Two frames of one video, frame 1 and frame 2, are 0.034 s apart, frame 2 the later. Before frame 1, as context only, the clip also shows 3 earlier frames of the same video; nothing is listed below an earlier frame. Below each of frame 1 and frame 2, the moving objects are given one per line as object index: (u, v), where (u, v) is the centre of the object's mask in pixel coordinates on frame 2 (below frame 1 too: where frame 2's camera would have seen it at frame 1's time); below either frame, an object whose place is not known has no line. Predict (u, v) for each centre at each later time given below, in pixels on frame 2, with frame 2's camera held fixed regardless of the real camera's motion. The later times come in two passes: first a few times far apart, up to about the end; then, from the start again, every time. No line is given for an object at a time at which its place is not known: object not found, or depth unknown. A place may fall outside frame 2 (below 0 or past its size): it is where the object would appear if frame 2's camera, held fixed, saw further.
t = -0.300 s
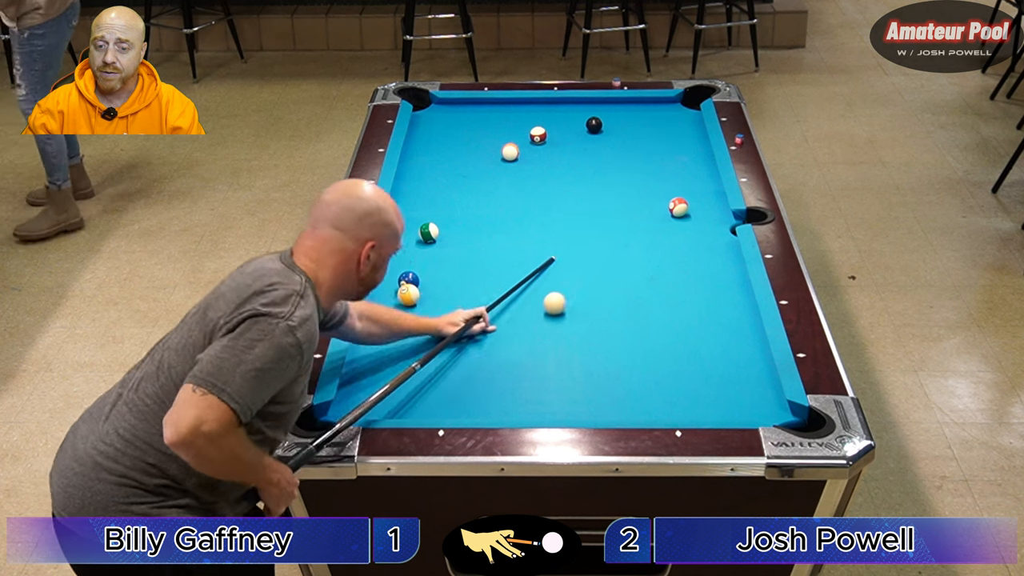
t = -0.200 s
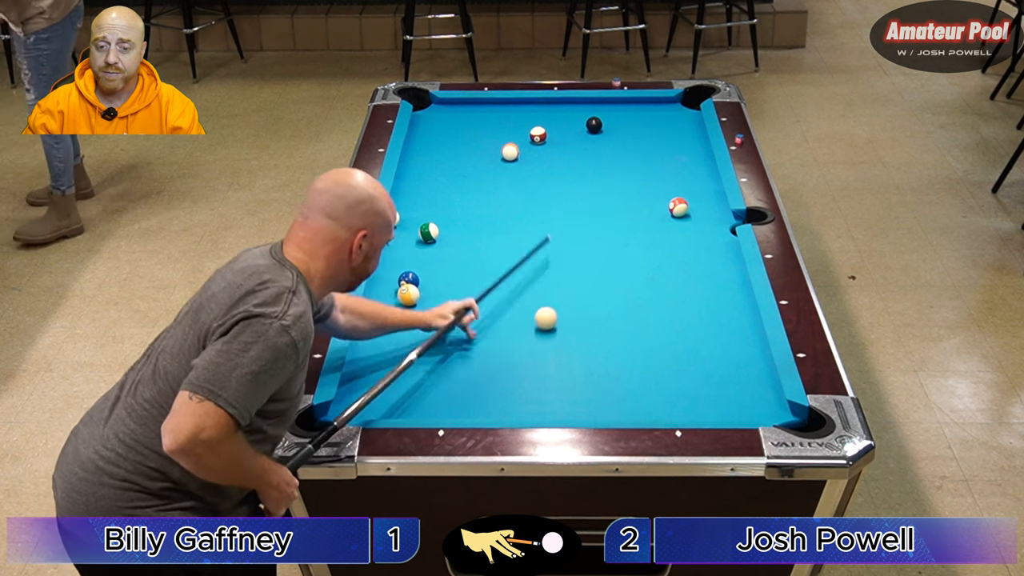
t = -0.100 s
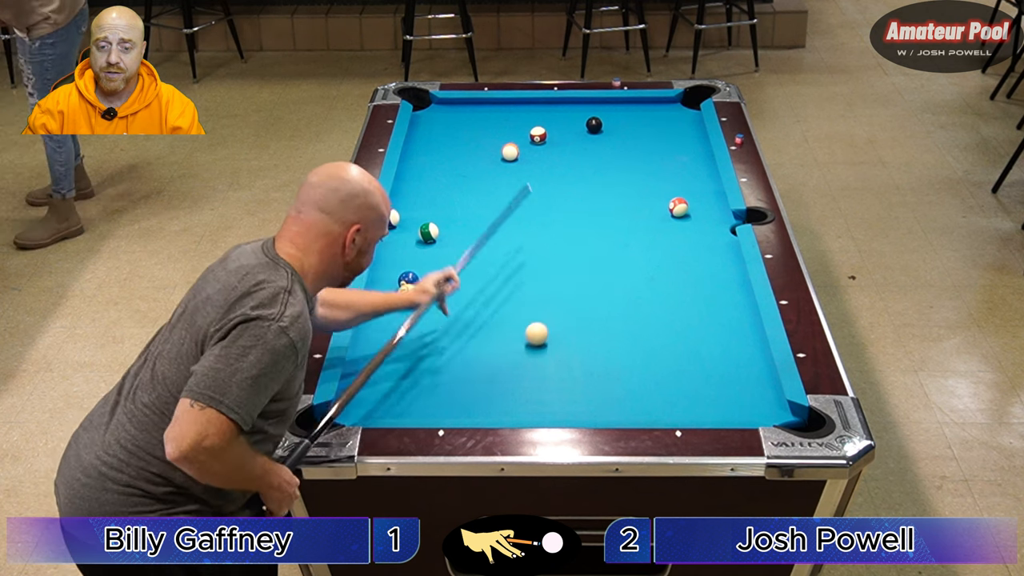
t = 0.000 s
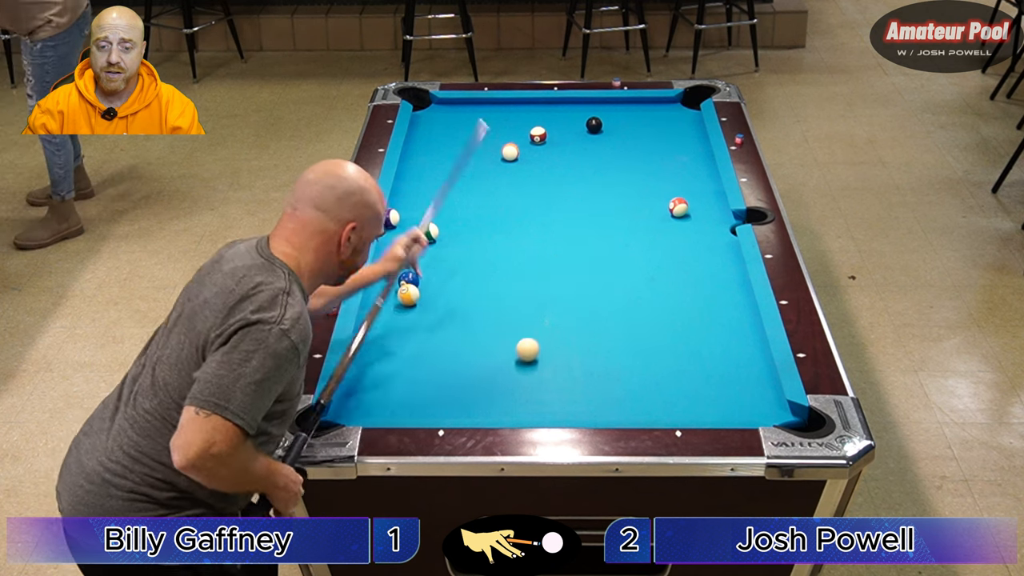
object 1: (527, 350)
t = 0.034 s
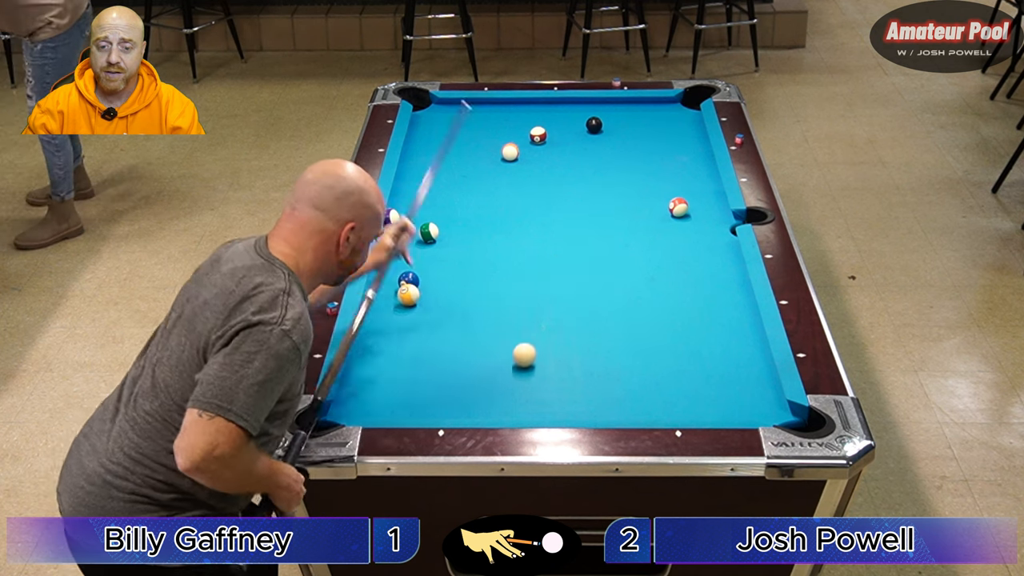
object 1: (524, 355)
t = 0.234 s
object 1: (504, 389)
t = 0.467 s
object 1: (485, 406)
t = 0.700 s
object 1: (476, 383)
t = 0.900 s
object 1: (468, 365)
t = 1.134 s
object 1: (461, 346)
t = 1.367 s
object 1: (455, 329)
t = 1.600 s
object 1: (449, 314)
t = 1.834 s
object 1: (444, 300)
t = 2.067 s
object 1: (439, 288)
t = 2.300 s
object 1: (435, 277)
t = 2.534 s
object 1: (431, 268)
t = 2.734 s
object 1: (428, 261)
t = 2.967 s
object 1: (425, 253)
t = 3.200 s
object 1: (423, 246)
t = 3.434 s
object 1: (421, 241)
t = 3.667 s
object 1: (417, 240)
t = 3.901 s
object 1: (415, 239)
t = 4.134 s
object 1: (415, 239)
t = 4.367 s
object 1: (415, 239)
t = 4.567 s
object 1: (415, 239)
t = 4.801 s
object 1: (415, 239)
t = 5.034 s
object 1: (415, 239)
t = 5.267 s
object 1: (415, 239)
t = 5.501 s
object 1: (415, 239)
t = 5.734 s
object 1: (415, 239)
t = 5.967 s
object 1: (415, 239)
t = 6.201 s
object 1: (415, 239)
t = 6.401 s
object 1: (415, 239)
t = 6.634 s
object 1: (415, 239)
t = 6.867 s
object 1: (415, 239)
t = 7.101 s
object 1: (415, 239)
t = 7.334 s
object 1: (415, 239)
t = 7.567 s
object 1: (415, 239)
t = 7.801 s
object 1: (415, 239)
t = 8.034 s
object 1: (415, 239)
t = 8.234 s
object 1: (415, 239)
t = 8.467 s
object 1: (415, 239)
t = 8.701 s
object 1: (415, 239)
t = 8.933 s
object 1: (415, 239)
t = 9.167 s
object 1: (415, 239)
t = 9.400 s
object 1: (415, 239)
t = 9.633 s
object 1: (415, 239)
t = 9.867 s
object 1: (415, 239)
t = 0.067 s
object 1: (521, 361)
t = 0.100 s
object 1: (518, 366)
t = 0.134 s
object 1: (514, 372)
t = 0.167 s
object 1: (511, 377)
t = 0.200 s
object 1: (508, 383)
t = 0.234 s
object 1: (504, 389)
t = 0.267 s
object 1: (501, 395)
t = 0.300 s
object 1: (497, 400)
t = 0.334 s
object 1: (494, 406)
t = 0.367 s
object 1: (491, 409)
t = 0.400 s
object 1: (488, 410)
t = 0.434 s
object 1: (486, 408)
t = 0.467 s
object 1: (485, 406)
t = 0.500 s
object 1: (484, 403)
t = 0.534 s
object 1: (482, 400)
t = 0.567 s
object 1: (481, 396)
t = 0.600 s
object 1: (480, 393)
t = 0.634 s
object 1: (478, 389)
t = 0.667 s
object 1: (477, 386)
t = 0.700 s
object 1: (476, 383)
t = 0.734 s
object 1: (474, 380)
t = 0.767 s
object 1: (473, 377)
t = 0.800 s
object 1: (472, 374)
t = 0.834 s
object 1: (471, 371)
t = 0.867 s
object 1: (470, 368)
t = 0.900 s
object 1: (468, 365)
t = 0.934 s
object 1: (467, 362)
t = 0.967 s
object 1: (466, 360)
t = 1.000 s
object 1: (465, 357)
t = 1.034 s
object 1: (464, 354)
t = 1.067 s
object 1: (463, 351)
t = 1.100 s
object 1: (462, 349)
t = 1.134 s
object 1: (461, 346)
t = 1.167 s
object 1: (460, 344)
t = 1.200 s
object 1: (459, 341)
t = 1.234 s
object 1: (458, 339)
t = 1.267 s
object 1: (458, 336)
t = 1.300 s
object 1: (456, 334)
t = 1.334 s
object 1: (456, 331)
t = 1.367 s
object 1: (455, 329)
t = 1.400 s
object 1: (454, 327)
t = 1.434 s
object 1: (453, 325)
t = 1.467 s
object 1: (452, 322)
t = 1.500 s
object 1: (451, 320)
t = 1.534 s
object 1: (450, 318)
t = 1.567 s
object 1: (450, 316)
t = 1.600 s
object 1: (449, 314)
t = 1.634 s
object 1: (448, 312)
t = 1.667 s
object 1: (447, 310)
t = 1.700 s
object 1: (447, 308)
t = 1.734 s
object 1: (446, 306)
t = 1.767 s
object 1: (445, 304)
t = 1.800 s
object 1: (444, 302)
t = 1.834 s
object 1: (444, 300)
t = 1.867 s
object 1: (443, 299)
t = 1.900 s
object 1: (442, 297)
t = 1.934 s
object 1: (442, 295)
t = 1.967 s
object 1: (441, 293)
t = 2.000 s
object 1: (440, 291)
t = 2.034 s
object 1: (440, 290)
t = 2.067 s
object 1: (439, 288)
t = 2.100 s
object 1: (438, 287)
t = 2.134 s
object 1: (438, 285)
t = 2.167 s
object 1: (437, 283)
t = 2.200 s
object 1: (436, 282)
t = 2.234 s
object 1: (436, 280)
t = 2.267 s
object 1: (435, 279)
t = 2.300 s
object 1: (435, 277)
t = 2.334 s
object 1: (434, 276)
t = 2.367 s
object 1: (434, 274)
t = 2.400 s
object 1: (433, 273)
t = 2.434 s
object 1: (433, 272)
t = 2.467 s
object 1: (432, 270)
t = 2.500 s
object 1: (432, 269)
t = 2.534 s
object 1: (431, 268)
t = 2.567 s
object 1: (431, 267)
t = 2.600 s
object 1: (430, 265)
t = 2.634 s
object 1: (430, 264)
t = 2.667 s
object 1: (429, 263)
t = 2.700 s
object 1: (429, 262)
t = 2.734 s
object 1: (428, 261)
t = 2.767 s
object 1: (428, 259)
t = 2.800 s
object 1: (427, 258)
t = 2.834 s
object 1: (427, 257)
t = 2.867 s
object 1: (427, 256)
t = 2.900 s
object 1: (426, 255)
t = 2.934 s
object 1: (426, 254)
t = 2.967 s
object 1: (425, 253)
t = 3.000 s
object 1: (425, 252)
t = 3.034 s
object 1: (424, 251)
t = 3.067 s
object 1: (424, 250)
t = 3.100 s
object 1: (424, 249)
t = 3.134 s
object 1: (423, 248)
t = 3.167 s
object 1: (423, 247)
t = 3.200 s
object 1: (423, 246)
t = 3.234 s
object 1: (422, 245)
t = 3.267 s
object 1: (422, 244)
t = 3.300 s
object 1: (422, 244)
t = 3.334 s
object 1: (422, 243)
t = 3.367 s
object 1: (421, 242)
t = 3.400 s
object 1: (421, 241)
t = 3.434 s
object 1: (421, 241)
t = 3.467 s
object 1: (420, 241)
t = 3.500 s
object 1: (419, 241)
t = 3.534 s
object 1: (419, 240)
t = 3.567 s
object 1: (419, 240)
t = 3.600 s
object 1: (418, 240)
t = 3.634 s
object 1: (418, 240)
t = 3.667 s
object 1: (417, 240)
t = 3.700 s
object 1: (417, 240)
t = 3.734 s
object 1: (416, 240)
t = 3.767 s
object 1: (416, 239)
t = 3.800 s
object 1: (416, 239)
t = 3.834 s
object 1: (415, 239)
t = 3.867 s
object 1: (415, 239)
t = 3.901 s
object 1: (415, 239)
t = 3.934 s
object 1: (415, 239)
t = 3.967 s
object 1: (415, 239)
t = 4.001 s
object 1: (415, 239)
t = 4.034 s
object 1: (415, 239)
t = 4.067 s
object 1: (415, 239)
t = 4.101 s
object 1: (415, 239)
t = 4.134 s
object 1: (415, 239)
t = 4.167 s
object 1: (414, 239)
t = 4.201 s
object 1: (414, 239)
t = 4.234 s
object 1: (414, 239)
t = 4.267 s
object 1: (415, 239)
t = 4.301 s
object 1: (414, 239)
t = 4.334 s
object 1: (415, 239)
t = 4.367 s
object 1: (415, 239)
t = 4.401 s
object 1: (415, 239)
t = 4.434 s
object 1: (415, 239)
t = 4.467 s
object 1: (415, 239)
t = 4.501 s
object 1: (415, 239)
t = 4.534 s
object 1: (415, 239)
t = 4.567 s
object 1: (415, 239)
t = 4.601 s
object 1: (415, 239)
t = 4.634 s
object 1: (415, 239)
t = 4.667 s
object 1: (415, 239)
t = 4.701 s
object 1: (415, 239)
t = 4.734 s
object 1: (415, 239)
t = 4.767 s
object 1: (415, 239)
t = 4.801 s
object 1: (415, 239)
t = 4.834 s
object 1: (415, 239)
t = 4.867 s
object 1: (415, 239)
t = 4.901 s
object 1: (415, 239)
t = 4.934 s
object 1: (415, 239)
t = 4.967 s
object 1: (415, 239)
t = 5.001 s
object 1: (415, 239)
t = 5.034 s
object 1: (415, 239)
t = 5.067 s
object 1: (415, 239)
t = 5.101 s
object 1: (415, 239)
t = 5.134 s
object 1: (415, 239)
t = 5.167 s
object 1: (415, 239)
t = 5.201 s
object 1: (415, 239)
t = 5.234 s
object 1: (415, 239)
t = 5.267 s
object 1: (415, 239)
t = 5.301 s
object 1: (415, 239)
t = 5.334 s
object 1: (415, 239)
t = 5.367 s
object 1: (415, 239)
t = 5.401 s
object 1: (415, 239)
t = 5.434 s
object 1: (415, 239)
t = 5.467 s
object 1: (415, 239)
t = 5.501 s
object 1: (415, 239)
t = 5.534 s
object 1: (415, 239)
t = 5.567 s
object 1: (415, 239)
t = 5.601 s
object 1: (415, 239)
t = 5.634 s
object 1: (415, 239)
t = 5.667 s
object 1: (415, 239)
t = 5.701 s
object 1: (415, 239)
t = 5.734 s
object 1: (415, 239)
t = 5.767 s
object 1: (415, 239)
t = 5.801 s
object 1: (415, 239)
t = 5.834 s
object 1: (415, 239)
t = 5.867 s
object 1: (415, 239)
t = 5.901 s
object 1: (415, 239)
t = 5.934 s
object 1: (415, 239)
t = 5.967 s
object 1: (415, 239)
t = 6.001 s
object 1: (415, 239)
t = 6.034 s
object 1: (415, 239)
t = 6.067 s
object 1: (415, 239)
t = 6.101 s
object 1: (415, 239)
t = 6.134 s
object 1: (415, 239)
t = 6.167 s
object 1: (415, 239)
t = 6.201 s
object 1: (415, 239)
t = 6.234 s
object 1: (415, 239)
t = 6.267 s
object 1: (415, 239)
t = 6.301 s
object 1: (415, 239)
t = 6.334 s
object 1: (415, 239)
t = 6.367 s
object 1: (415, 239)
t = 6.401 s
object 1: (415, 239)
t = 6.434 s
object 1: (415, 239)
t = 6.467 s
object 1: (415, 239)
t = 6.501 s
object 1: (415, 239)
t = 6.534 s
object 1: (415, 239)
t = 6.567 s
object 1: (415, 239)
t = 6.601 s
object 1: (415, 239)
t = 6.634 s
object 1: (415, 239)
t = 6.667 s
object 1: (415, 239)
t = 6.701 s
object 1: (415, 239)
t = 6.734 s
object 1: (415, 239)
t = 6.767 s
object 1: (415, 239)
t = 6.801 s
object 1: (415, 239)
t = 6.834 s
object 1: (415, 239)
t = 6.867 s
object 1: (415, 239)
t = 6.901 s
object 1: (415, 239)
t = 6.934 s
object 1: (415, 239)
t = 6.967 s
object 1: (415, 239)
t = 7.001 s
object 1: (415, 239)
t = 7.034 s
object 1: (415, 239)
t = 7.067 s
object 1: (415, 239)
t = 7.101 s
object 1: (415, 239)
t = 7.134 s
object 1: (415, 239)
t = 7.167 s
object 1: (415, 239)
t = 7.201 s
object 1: (415, 239)
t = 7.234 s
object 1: (415, 239)
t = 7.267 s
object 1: (415, 239)
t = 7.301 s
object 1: (415, 239)
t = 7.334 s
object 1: (415, 239)
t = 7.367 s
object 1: (415, 239)
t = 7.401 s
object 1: (415, 239)
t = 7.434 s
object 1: (415, 239)
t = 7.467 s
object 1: (415, 239)
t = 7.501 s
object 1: (415, 239)
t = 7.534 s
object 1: (415, 239)
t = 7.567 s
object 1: (415, 239)
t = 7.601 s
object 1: (415, 239)
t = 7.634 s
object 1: (415, 239)
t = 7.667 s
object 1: (415, 239)
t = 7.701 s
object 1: (415, 239)
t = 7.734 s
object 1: (415, 239)
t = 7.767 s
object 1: (415, 239)
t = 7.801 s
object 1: (415, 239)
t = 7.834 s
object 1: (415, 239)
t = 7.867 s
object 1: (415, 239)
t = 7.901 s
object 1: (415, 239)
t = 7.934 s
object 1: (415, 239)
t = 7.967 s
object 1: (415, 239)
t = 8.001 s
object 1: (415, 239)
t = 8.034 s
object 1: (415, 239)
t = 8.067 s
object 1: (415, 239)
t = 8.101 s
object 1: (415, 239)
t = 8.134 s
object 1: (415, 239)
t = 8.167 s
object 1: (415, 239)
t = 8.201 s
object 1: (415, 239)
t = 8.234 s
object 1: (415, 239)
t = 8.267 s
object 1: (415, 239)
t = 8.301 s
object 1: (415, 239)
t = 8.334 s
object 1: (415, 239)
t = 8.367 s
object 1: (415, 239)
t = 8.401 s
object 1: (415, 239)
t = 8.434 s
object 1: (415, 239)
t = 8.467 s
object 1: (415, 239)
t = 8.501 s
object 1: (415, 239)
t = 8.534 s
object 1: (415, 239)
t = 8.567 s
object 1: (415, 239)
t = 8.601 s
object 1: (415, 239)
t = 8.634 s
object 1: (415, 239)
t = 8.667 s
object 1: (415, 239)
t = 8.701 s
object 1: (415, 239)
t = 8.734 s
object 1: (415, 239)
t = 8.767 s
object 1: (415, 239)
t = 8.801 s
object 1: (415, 239)
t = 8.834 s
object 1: (415, 239)
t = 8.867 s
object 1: (415, 239)
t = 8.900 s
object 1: (415, 239)
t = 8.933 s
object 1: (415, 239)
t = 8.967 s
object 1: (415, 239)
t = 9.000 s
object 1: (415, 239)
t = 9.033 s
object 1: (415, 239)
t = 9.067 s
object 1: (415, 239)
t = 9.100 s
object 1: (415, 239)
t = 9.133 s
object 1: (415, 239)
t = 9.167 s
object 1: (415, 239)
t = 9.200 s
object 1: (415, 239)
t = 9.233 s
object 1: (415, 239)
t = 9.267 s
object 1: (415, 239)
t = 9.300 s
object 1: (415, 239)
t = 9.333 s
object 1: (415, 239)
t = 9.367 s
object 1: (415, 239)
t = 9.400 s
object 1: (415, 239)
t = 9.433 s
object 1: (415, 239)
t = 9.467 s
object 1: (415, 239)
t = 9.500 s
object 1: (415, 239)
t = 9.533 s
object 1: (415, 239)
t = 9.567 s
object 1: (415, 239)
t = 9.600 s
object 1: (415, 239)
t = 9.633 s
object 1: (415, 239)
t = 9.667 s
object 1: (415, 239)
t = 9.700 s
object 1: (415, 239)
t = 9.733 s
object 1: (415, 239)
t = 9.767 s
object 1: (415, 239)
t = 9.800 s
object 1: (415, 239)
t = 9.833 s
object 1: (415, 239)
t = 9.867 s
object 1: (415, 239)
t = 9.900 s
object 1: (415, 239)
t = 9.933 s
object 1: (415, 239)
